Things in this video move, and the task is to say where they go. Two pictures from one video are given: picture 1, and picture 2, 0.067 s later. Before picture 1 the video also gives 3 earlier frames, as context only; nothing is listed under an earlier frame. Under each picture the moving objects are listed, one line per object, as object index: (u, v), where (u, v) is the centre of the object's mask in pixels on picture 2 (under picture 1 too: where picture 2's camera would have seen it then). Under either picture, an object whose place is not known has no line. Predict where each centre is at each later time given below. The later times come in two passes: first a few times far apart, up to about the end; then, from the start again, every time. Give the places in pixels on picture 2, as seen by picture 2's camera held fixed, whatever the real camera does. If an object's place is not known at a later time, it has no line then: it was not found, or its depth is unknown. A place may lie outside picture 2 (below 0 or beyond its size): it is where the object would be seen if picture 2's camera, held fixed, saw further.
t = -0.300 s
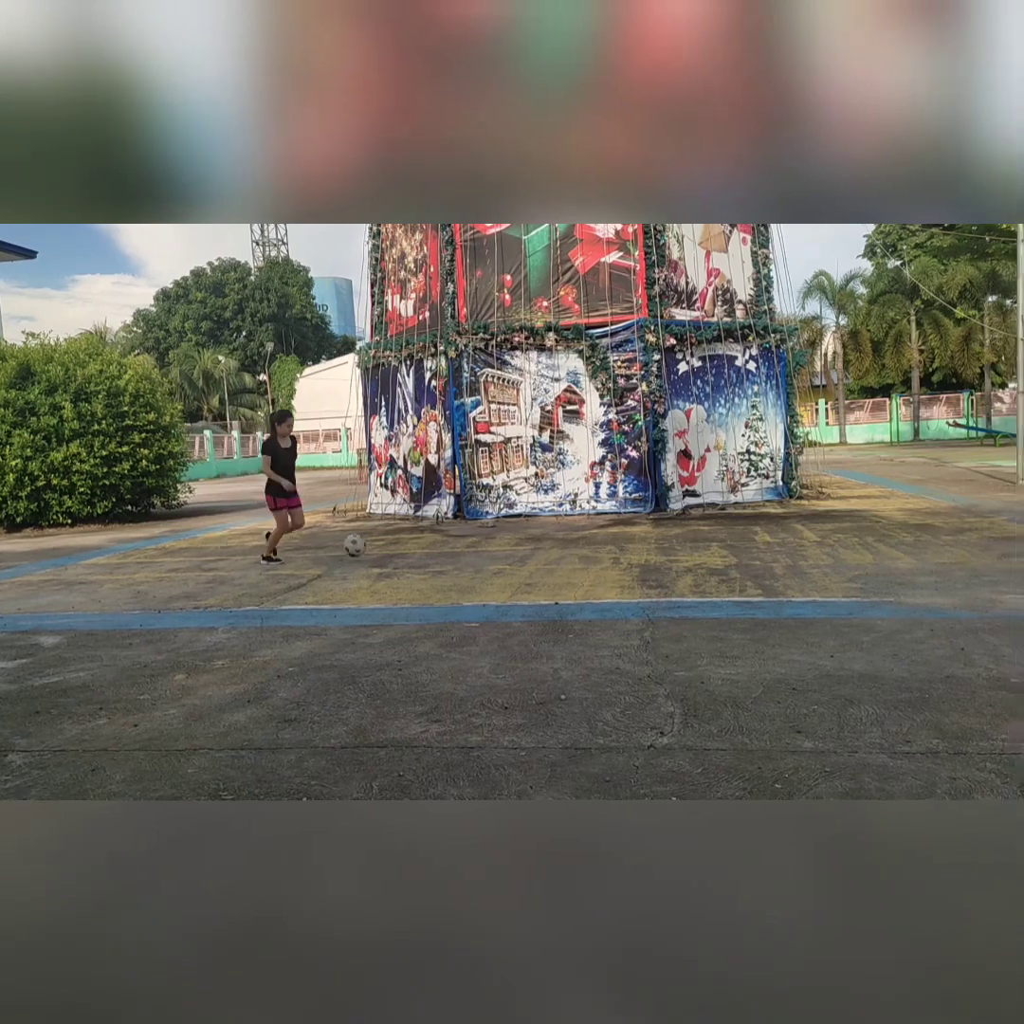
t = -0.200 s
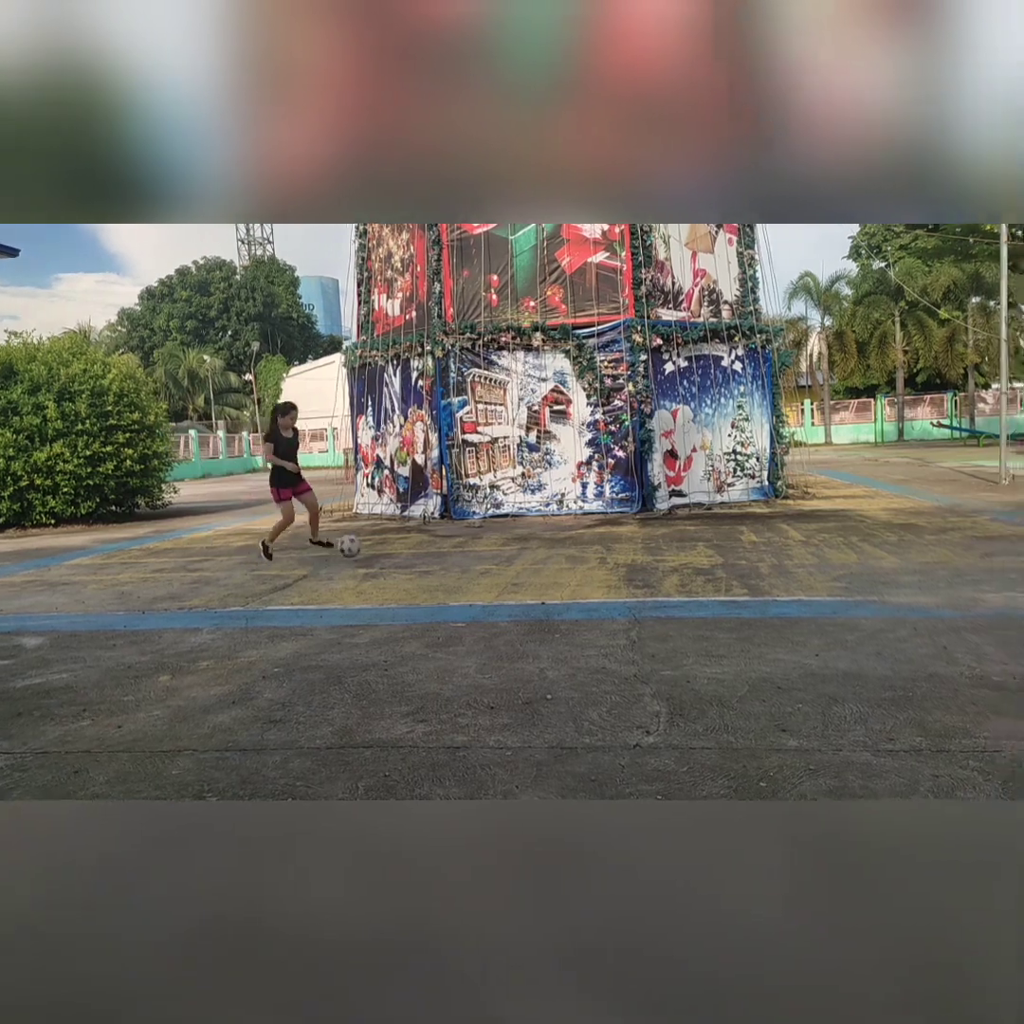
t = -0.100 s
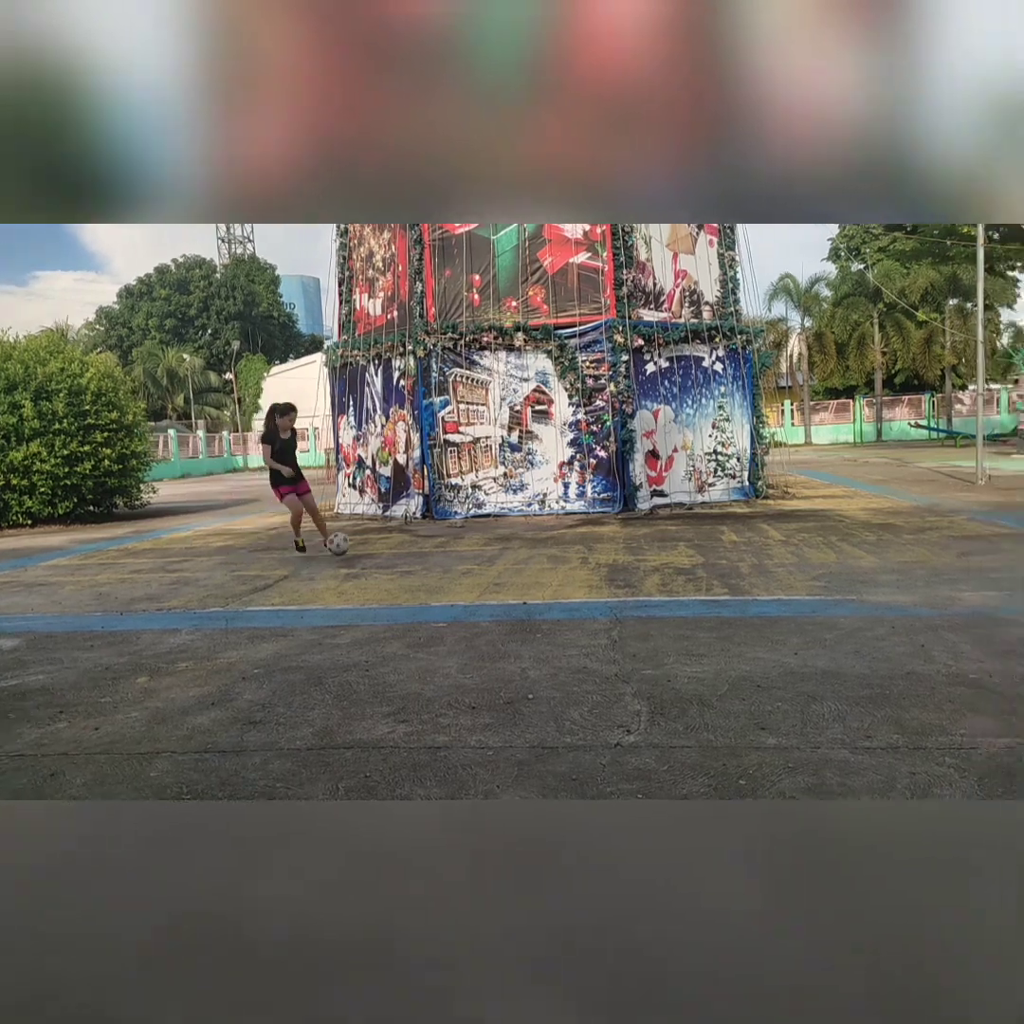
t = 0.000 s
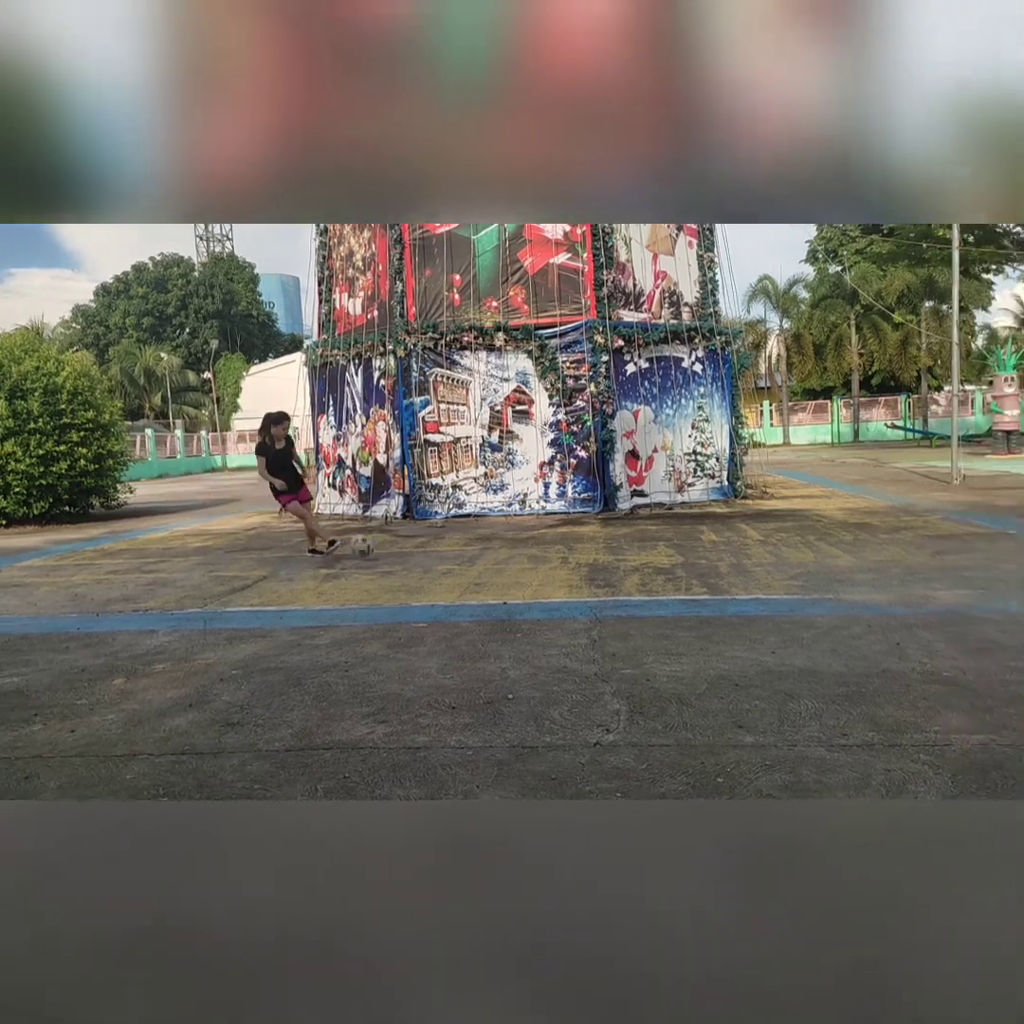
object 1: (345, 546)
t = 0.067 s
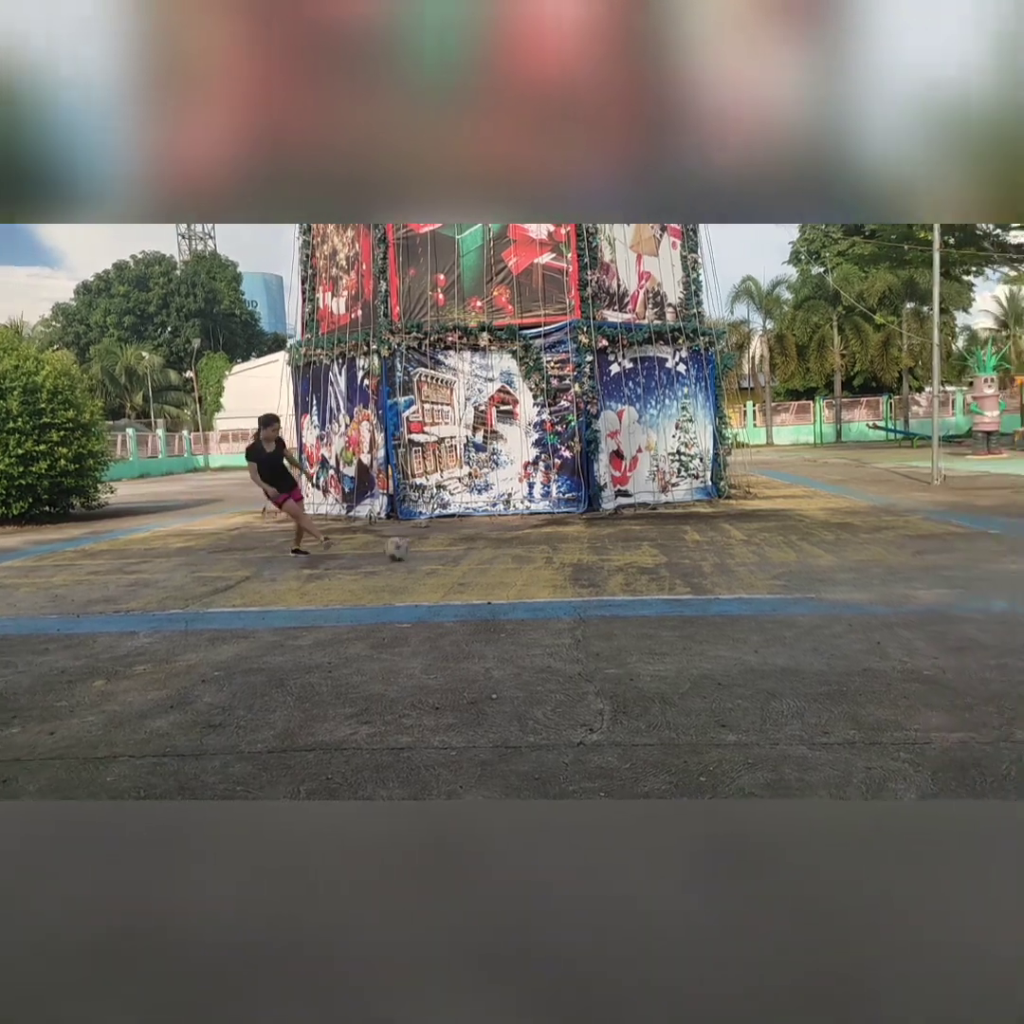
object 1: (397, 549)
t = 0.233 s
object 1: (509, 548)
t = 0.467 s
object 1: (641, 542)
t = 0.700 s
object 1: (767, 545)
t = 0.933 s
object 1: (900, 545)
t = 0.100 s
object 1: (419, 548)
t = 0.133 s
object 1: (441, 546)
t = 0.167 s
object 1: (464, 546)
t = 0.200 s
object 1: (487, 548)
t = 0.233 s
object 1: (509, 548)
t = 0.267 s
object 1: (527, 546)
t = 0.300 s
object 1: (548, 545)
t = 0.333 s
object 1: (569, 545)
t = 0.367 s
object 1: (590, 547)
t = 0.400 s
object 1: (608, 546)
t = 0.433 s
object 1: (625, 543)
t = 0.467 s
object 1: (641, 542)
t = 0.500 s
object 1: (659, 541)
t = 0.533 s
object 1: (676, 543)
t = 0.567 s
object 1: (694, 546)
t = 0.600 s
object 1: (711, 546)
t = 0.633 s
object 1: (730, 544)
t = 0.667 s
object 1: (749, 543)
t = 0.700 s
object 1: (767, 545)
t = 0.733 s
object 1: (785, 547)
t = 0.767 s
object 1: (804, 545)
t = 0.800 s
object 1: (822, 543)
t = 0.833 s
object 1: (841, 542)
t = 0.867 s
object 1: (861, 544)
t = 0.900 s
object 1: (880, 546)
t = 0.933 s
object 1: (900, 545)
